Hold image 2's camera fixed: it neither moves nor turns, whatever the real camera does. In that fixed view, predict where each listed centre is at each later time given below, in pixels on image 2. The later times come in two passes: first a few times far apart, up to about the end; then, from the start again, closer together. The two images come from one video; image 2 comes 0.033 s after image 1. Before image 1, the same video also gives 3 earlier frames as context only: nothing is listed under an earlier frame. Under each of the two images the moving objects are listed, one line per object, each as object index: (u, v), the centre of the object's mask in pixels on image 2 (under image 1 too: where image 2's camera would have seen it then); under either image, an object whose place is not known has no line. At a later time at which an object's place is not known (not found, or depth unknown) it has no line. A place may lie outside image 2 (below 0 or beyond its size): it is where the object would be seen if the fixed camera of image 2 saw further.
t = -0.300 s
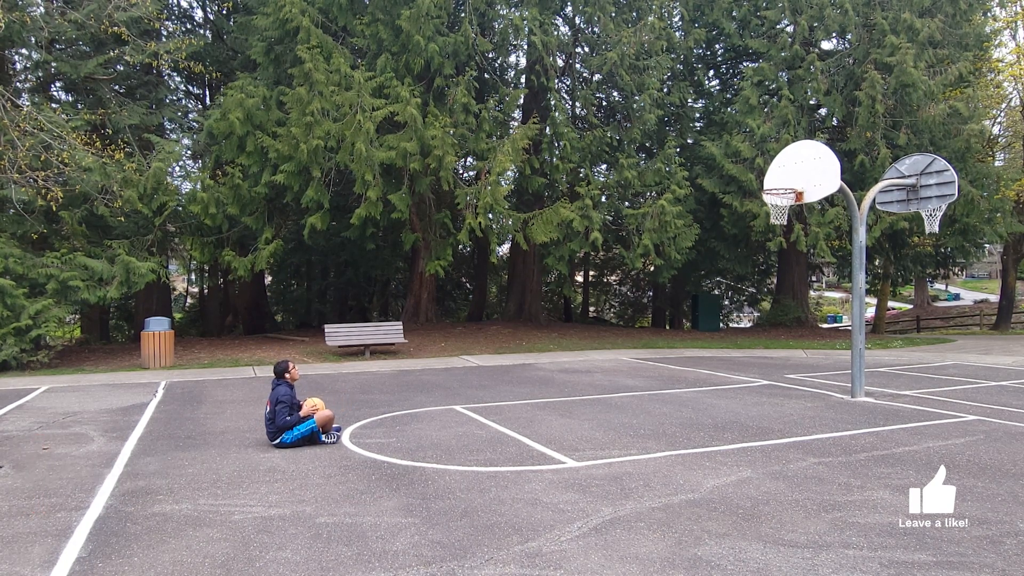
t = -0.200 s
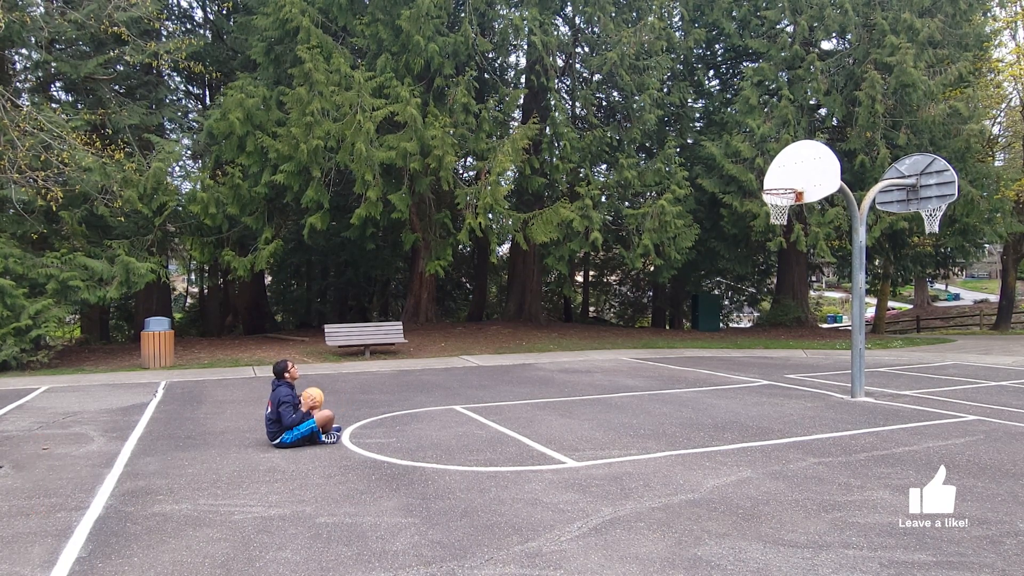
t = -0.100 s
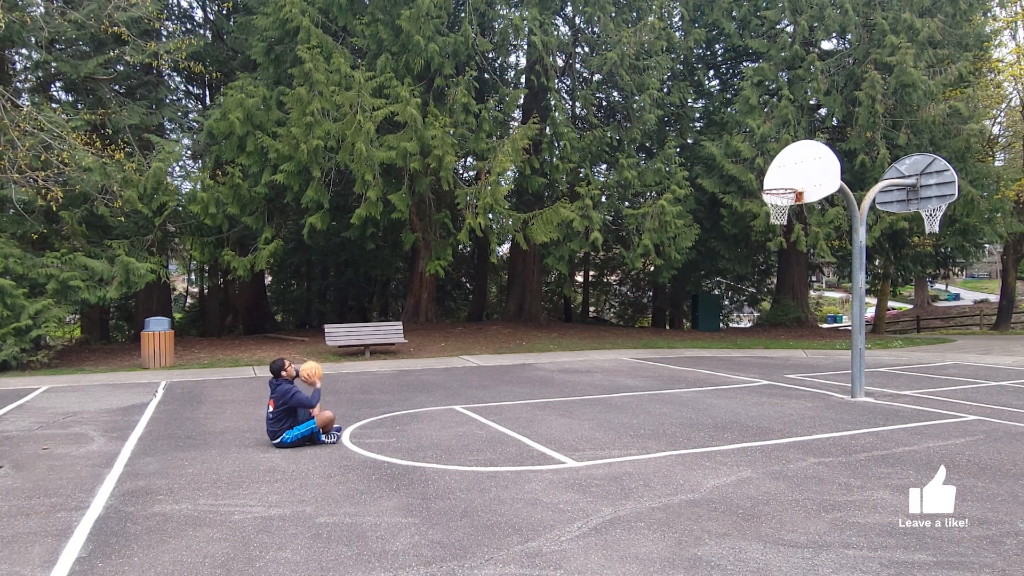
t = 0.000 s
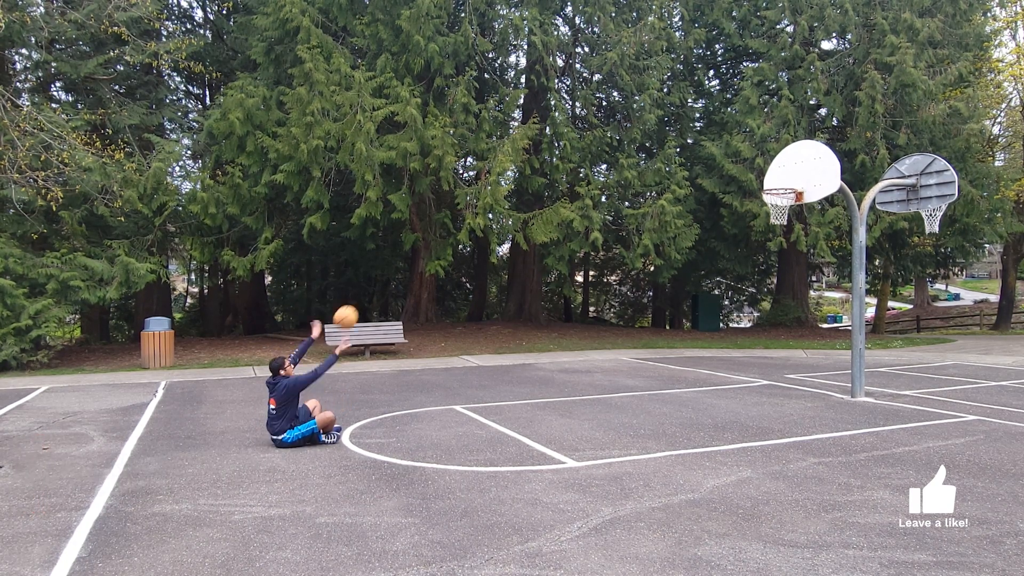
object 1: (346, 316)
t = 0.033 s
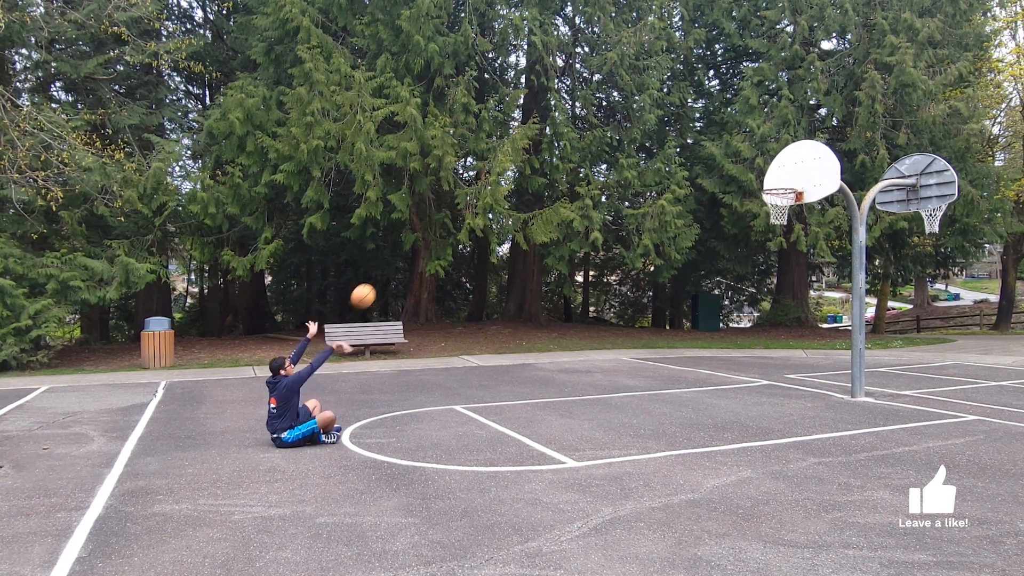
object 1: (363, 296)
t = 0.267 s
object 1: (477, 181)
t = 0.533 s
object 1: (589, 119)
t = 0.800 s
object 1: (686, 119)
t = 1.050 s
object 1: (763, 163)
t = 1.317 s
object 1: (779, 200)
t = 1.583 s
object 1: (787, 203)
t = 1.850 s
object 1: (770, 211)
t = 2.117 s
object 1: (785, 235)
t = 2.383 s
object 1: (798, 304)
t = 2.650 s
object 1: (808, 384)
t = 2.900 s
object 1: (811, 316)
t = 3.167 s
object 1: (813, 290)
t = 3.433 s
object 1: (814, 313)
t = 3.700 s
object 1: (815, 383)
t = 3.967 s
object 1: (816, 345)
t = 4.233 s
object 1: (816, 330)
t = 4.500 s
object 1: (816, 362)
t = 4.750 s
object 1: (816, 370)
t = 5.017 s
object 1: (816, 351)
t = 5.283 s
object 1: (816, 382)
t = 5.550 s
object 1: (816, 365)
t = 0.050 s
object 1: (372, 286)
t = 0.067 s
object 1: (380, 276)
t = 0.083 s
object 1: (389, 266)
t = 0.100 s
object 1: (397, 257)
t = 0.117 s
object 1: (405, 248)
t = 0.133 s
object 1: (414, 239)
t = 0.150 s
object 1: (422, 231)
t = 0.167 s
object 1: (430, 223)
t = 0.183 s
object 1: (438, 215)
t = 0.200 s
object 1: (446, 208)
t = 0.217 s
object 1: (453, 201)
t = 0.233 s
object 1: (461, 194)
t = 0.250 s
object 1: (469, 187)
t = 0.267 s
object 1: (477, 181)
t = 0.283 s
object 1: (484, 176)
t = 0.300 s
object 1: (492, 169)
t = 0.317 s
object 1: (499, 164)
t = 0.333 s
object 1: (506, 159)
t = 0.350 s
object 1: (514, 154)
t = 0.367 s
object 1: (521, 151)
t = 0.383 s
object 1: (528, 146)
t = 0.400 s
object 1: (535, 142)
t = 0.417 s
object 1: (542, 138)
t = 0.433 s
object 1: (549, 135)
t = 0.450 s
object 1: (556, 132)
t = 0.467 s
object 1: (562, 128)
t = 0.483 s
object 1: (569, 126)
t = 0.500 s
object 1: (576, 123)
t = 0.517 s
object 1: (582, 121)
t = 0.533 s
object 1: (589, 119)
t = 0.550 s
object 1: (596, 118)
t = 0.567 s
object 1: (602, 116)
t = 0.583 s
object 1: (609, 115)
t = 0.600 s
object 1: (615, 114)
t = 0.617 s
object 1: (621, 113)
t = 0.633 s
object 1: (627, 113)
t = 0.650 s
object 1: (633, 113)
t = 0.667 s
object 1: (639, 112)
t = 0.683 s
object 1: (645, 113)
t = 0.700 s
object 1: (651, 113)
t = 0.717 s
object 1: (657, 114)
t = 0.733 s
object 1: (663, 114)
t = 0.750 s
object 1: (669, 115)
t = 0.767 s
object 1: (674, 116)
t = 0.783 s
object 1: (680, 118)
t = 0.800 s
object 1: (686, 119)
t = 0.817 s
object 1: (691, 121)
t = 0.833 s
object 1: (696, 123)
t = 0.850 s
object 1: (702, 125)
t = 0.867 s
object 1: (708, 127)
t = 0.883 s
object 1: (713, 129)
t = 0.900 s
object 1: (718, 132)
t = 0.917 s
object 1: (723, 135)
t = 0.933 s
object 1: (728, 137)
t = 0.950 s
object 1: (734, 141)
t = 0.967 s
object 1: (739, 144)
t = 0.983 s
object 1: (744, 148)
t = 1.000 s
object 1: (749, 152)
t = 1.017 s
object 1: (754, 155)
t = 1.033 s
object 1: (759, 160)
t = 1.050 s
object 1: (763, 163)
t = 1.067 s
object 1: (768, 167)
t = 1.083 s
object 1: (774, 172)
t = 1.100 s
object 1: (779, 178)
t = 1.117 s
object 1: (784, 181)
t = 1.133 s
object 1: (788, 184)
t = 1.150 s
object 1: (786, 188)
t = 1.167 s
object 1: (782, 191)
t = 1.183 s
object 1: (778, 194)
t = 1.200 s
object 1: (776, 194)
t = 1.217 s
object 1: (773, 195)
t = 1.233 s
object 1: (772, 195)
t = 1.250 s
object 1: (770, 196)
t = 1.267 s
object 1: (770, 197)
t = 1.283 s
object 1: (774, 197)
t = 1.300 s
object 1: (776, 199)
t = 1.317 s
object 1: (779, 200)
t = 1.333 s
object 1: (782, 200)
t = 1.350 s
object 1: (784, 200)
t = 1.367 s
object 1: (785, 201)
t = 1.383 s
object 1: (787, 200)
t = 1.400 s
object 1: (789, 199)
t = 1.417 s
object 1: (789, 199)
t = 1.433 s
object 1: (790, 199)
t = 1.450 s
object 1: (791, 199)
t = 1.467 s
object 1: (790, 200)
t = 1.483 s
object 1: (790, 200)
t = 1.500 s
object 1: (790, 200)
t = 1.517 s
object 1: (790, 200)
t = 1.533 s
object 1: (789, 200)
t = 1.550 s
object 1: (789, 201)
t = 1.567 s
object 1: (788, 202)
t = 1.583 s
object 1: (787, 203)
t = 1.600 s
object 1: (786, 204)
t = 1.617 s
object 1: (784, 204)
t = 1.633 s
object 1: (783, 205)
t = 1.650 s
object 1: (781, 205)
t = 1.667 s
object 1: (780, 206)
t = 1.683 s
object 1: (778, 206)
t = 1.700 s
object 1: (777, 206)
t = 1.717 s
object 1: (774, 208)
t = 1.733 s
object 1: (773, 208)
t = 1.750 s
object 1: (773, 208)
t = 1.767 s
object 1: (771, 209)
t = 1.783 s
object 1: (770, 210)
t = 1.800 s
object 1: (770, 210)
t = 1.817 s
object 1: (770, 210)
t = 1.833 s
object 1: (770, 210)
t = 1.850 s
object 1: (770, 211)
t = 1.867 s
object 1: (771, 211)
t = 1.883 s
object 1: (770, 212)
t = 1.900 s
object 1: (773, 214)
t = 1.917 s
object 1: (775, 214)
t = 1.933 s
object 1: (775, 217)
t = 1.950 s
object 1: (776, 219)
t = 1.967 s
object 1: (777, 220)
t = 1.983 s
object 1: (778, 221)
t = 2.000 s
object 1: (779, 222)
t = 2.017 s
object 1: (780, 223)
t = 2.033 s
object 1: (781, 224)
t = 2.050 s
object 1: (782, 226)
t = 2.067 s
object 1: (783, 228)
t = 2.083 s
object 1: (784, 230)
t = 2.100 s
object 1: (785, 232)
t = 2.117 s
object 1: (785, 235)
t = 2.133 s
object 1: (786, 238)
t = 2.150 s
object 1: (786, 241)
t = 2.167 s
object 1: (787, 244)
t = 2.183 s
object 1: (788, 248)
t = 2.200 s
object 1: (789, 251)
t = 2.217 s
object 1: (790, 255)
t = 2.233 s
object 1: (791, 259)
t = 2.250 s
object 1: (791, 263)
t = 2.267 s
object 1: (792, 268)
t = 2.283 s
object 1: (793, 272)
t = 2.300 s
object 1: (794, 277)
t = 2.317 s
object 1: (794, 282)
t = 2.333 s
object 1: (795, 287)
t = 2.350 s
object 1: (796, 293)
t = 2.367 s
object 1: (797, 298)
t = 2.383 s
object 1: (798, 304)
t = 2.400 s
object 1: (798, 310)
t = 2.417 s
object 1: (799, 316)
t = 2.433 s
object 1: (800, 322)
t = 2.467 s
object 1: (801, 335)
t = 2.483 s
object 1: (802, 342)
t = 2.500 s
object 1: (803, 349)
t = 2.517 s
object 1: (803, 356)
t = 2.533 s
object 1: (804, 364)
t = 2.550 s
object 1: (805, 371)
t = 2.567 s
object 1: (805, 379)
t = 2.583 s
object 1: (806, 387)
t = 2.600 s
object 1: (807, 396)
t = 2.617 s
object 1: (807, 397)
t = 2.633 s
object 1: (807, 390)
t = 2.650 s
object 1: (808, 384)
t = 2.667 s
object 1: (808, 378)
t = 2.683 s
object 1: (808, 372)
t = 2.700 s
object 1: (808, 366)
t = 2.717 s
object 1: (809, 362)
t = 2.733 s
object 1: (809, 356)
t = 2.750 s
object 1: (809, 351)
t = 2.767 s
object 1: (809, 346)
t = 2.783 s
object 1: (809, 342)
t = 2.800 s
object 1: (809, 337)
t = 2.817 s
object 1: (810, 333)
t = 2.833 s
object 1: (810, 329)
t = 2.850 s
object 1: (810, 325)
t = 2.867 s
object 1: (810, 322)
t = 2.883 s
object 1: (810, 318)
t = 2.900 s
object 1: (811, 316)
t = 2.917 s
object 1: (811, 313)
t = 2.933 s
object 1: (811, 310)
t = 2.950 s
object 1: (811, 307)
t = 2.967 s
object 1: (811, 304)
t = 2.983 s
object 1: (811, 302)
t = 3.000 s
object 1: (811, 301)
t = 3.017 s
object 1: (811, 298)
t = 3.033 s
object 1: (811, 296)
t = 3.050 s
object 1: (811, 295)
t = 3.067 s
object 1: (812, 294)
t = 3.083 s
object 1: (812, 293)
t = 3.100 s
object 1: (812, 292)
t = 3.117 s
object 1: (812, 291)
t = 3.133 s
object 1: (812, 291)
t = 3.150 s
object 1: (812, 290)
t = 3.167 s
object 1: (813, 290)
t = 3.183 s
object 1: (812, 290)
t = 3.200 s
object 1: (813, 290)
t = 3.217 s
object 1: (813, 291)
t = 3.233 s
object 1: (813, 291)
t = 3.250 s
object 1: (813, 292)
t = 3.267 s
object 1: (813, 293)
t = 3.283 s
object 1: (813, 294)
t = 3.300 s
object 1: (813, 295)
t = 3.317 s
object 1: (813, 297)
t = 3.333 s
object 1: (813, 298)
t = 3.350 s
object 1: (814, 300)
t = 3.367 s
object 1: (813, 303)
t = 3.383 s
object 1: (814, 305)
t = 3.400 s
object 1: (814, 307)
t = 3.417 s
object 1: (813, 310)
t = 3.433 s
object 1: (814, 313)
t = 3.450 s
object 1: (814, 316)
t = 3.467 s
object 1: (814, 319)
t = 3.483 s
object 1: (814, 323)
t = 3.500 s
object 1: (814, 326)
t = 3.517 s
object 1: (814, 330)
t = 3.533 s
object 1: (814, 333)
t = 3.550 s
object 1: (814, 338)
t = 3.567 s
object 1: (814, 342)
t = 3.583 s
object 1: (815, 346)
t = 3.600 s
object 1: (815, 351)
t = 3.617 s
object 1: (815, 356)
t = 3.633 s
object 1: (815, 361)
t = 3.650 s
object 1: (815, 366)
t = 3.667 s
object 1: (815, 371)
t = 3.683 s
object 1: (815, 377)
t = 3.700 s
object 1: (815, 383)
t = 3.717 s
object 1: (815, 389)
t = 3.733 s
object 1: (815, 395)
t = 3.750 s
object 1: (815, 393)
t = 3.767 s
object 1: (815, 388)
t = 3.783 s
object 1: (815, 383)
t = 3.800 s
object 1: (815, 379)
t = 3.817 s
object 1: (815, 374)
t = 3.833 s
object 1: (815, 370)
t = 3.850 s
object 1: (815, 367)
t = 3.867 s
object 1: (815, 363)
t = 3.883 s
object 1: (815, 360)
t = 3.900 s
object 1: (815, 356)
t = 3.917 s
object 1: (815, 353)
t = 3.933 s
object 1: (815, 350)
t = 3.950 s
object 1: (816, 347)
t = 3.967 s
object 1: (816, 345)
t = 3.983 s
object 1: (816, 343)
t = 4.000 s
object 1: (816, 341)
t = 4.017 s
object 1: (816, 339)
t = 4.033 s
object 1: (816, 337)
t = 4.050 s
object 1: (816, 335)
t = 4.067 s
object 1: (816, 334)
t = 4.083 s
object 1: (816, 332)
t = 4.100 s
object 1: (816, 332)
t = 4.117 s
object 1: (816, 331)
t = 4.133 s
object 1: (816, 330)
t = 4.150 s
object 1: (816, 330)
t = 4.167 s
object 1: (816, 330)
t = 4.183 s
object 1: (816, 330)
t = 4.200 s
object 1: (816, 330)
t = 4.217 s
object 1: (816, 330)
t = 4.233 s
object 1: (816, 330)
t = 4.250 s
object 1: (816, 331)
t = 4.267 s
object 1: (816, 332)
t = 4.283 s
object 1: (816, 332)
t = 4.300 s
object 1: (816, 334)
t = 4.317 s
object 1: (816, 335)
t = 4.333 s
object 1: (816, 336)
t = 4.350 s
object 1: (816, 338)
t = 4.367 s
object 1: (816, 340)
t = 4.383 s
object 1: (816, 342)
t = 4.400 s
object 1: (816, 344)
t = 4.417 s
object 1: (816, 347)
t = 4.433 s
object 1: (816, 350)
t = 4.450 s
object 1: (815, 353)
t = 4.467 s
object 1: (816, 355)
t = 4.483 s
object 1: (816, 359)
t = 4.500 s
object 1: (816, 362)
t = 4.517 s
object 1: (816, 365)
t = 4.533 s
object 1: (816, 369)
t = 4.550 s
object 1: (816, 373)
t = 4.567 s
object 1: (815, 377)
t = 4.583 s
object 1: (815, 381)
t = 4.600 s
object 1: (815, 386)
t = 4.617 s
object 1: (815, 390)
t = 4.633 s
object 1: (815, 393)
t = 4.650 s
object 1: (815, 389)
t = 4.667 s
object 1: (815, 386)
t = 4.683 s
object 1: (816, 382)
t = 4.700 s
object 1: (816, 379)
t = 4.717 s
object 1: (815, 375)
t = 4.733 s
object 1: (815, 373)
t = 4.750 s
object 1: (816, 370)
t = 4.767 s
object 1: (816, 367)
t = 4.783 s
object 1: (816, 365)
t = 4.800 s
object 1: (816, 363)
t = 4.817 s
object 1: (816, 361)
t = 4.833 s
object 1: (816, 359)
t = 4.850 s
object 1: (816, 357)
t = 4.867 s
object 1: (816, 356)
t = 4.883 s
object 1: (816, 355)
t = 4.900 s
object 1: (816, 354)
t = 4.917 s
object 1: (816, 353)
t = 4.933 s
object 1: (816, 352)
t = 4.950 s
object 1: (816, 351)
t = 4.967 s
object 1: (816, 351)
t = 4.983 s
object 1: (816, 351)
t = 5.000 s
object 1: (816, 351)
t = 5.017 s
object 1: (816, 351)
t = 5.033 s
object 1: (816, 351)
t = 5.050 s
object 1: (816, 352)
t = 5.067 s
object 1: (816, 353)
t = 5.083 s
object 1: (816, 354)
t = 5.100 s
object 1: (816, 355)
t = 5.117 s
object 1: (816, 356)
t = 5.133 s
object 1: (816, 358)
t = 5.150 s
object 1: (816, 359)
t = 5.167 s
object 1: (816, 361)
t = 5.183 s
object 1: (816, 363)
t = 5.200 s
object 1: (816, 365)
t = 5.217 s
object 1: (816, 368)
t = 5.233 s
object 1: (816, 370)
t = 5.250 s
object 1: (816, 373)
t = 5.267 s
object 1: (816, 376)
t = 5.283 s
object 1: (816, 382)
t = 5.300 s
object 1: (816, 386)
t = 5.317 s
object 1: (816, 389)
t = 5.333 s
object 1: (816, 392)
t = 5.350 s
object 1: (816, 390)
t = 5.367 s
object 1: (816, 387)
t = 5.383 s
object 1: (816, 384)
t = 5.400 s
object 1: (816, 381)
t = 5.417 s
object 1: (816, 379)
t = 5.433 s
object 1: (816, 376)
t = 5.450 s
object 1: (816, 374)
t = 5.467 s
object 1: (816, 372)
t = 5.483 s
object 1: (816, 371)
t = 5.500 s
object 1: (816, 369)
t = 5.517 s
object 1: (817, 368)
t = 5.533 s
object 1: (816, 367)
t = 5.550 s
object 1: (816, 365)
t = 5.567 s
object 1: (816, 365)
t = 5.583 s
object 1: (816, 364)
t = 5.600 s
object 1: (816, 364)
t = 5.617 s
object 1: (816, 363)
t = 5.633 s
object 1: (816, 363)
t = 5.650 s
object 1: (816, 363)
